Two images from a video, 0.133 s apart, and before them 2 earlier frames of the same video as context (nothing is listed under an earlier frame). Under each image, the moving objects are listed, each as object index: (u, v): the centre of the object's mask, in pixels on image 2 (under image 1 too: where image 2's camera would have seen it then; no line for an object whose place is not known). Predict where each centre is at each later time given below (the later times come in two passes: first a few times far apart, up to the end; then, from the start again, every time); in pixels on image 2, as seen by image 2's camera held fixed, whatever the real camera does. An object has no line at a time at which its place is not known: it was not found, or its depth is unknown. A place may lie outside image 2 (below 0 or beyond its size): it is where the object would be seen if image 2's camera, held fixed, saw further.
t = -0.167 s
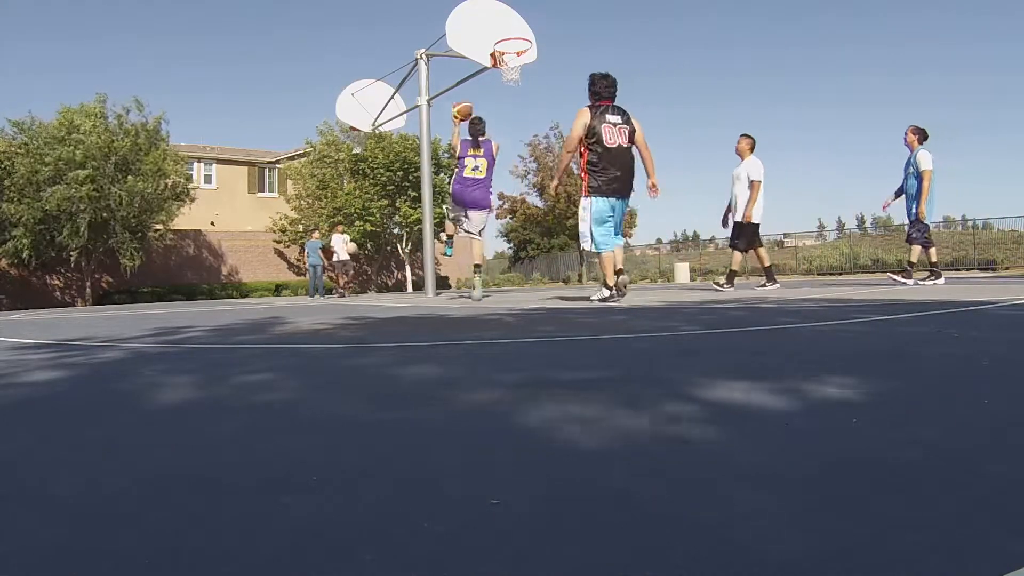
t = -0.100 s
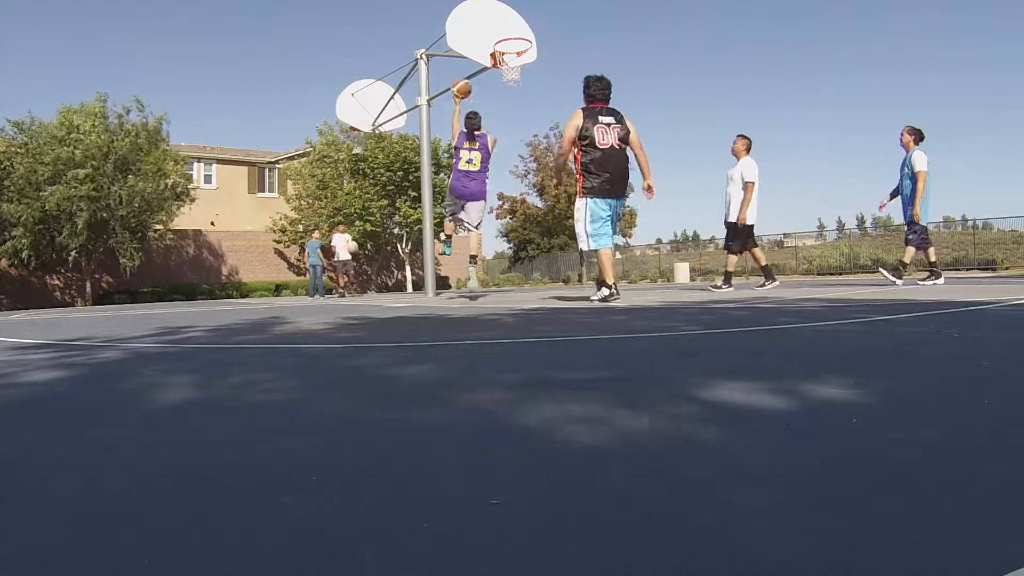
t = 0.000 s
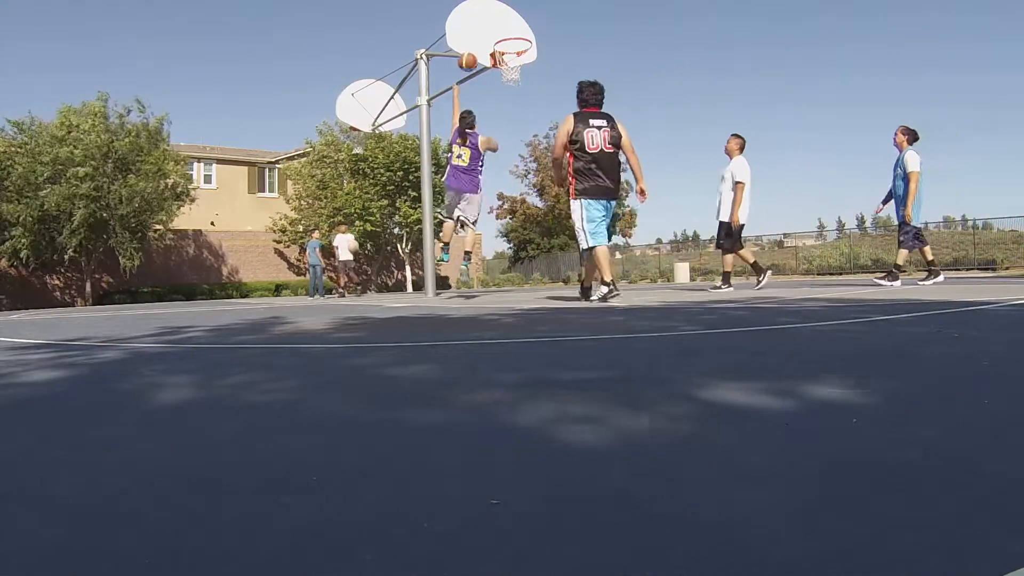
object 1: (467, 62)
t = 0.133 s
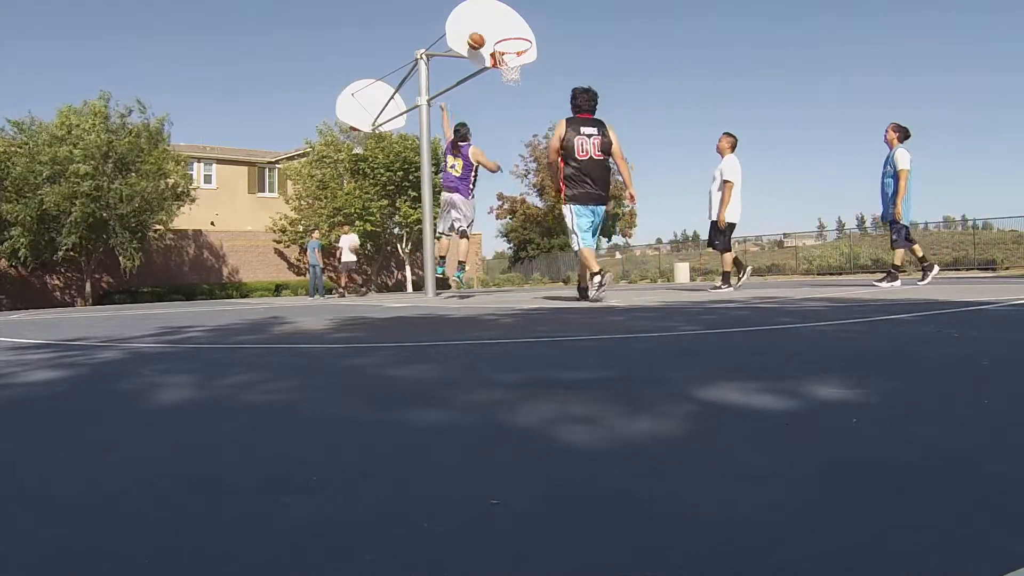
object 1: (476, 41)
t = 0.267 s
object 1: (488, 30)
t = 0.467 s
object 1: (510, 31)
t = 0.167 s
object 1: (478, 38)
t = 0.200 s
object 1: (480, 36)
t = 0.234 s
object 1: (484, 33)
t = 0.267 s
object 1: (488, 30)
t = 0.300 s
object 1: (492, 28)
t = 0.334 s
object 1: (495, 28)
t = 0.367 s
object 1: (499, 28)
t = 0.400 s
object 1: (502, 29)
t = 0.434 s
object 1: (506, 30)
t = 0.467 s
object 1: (510, 31)
